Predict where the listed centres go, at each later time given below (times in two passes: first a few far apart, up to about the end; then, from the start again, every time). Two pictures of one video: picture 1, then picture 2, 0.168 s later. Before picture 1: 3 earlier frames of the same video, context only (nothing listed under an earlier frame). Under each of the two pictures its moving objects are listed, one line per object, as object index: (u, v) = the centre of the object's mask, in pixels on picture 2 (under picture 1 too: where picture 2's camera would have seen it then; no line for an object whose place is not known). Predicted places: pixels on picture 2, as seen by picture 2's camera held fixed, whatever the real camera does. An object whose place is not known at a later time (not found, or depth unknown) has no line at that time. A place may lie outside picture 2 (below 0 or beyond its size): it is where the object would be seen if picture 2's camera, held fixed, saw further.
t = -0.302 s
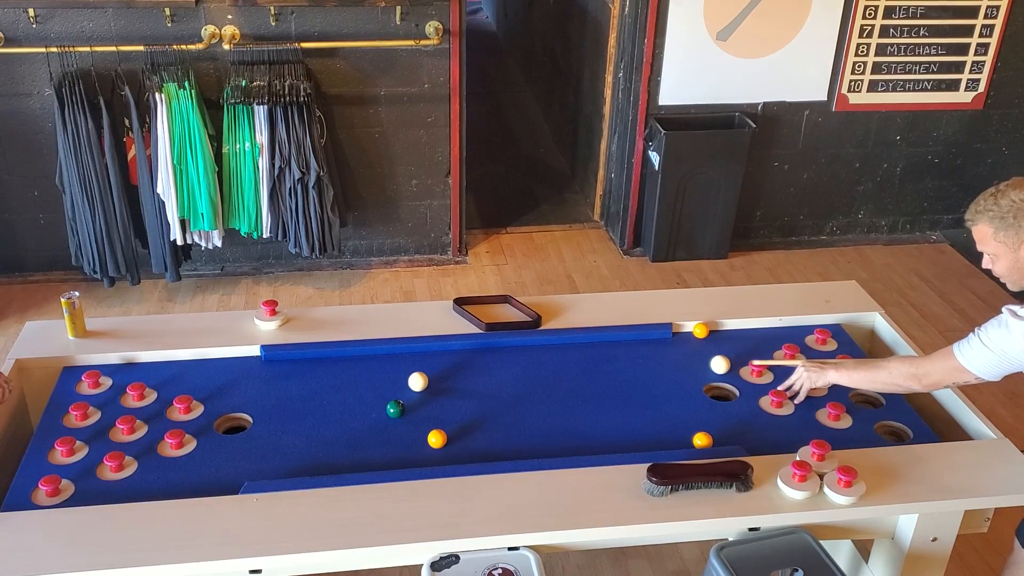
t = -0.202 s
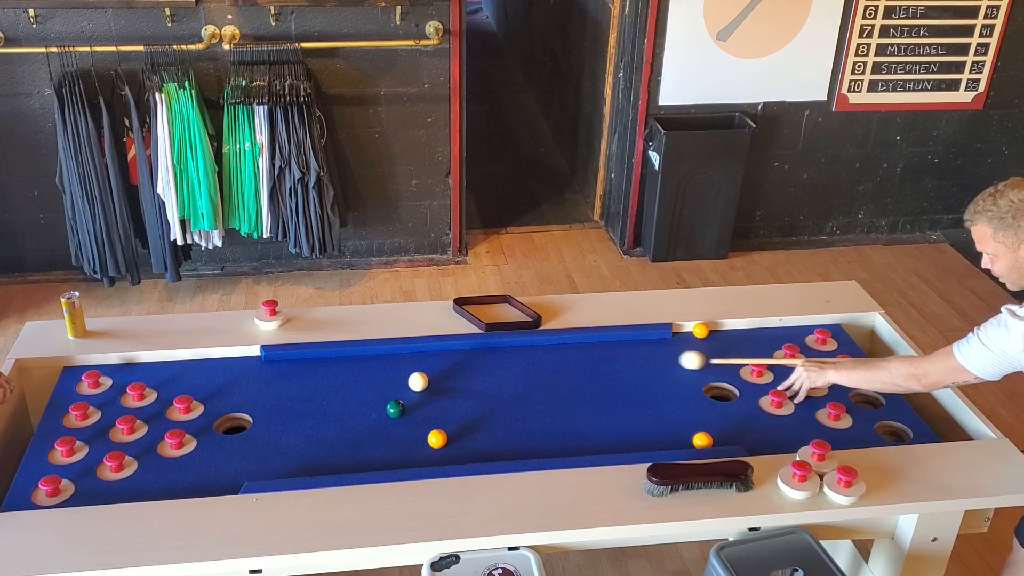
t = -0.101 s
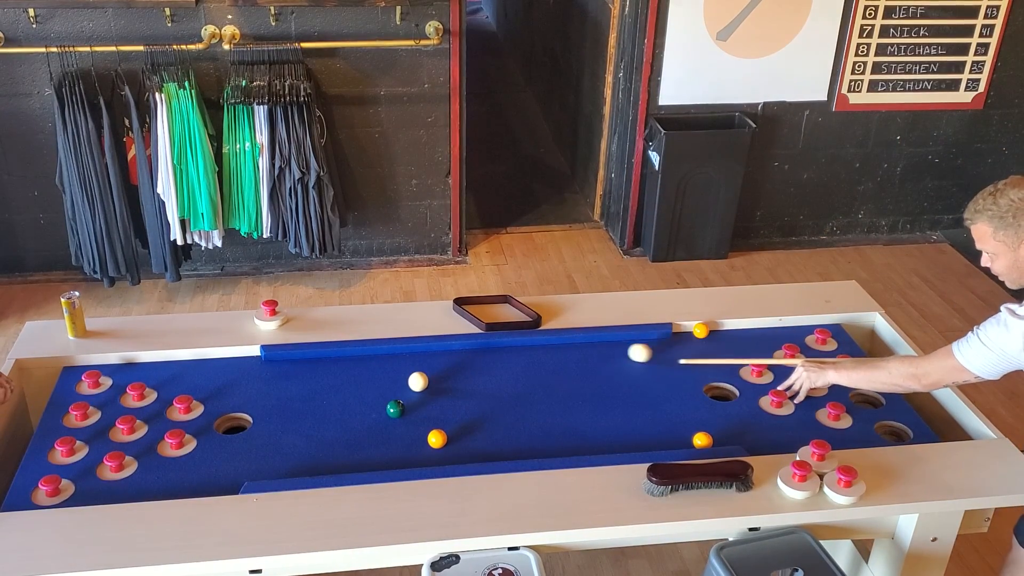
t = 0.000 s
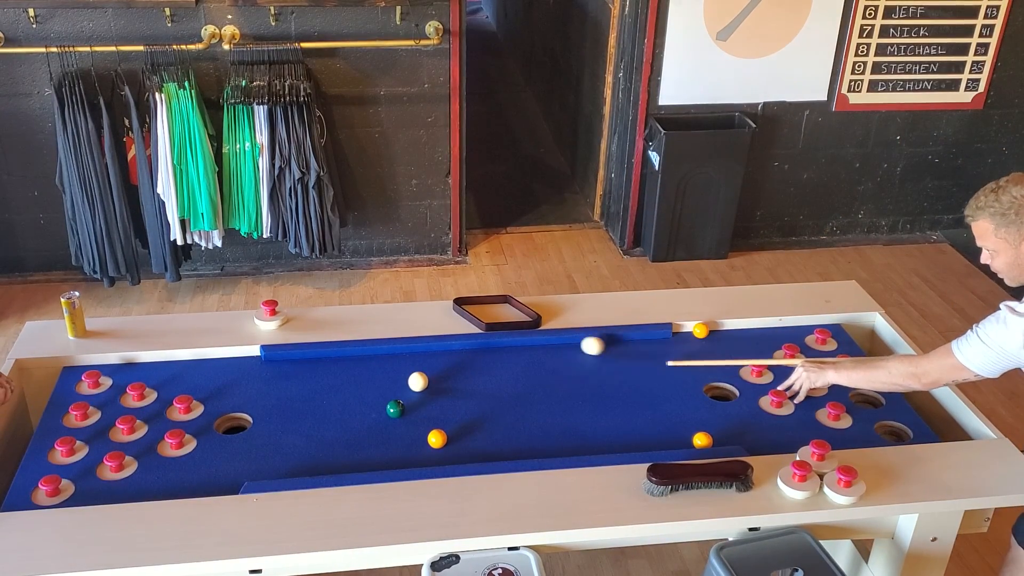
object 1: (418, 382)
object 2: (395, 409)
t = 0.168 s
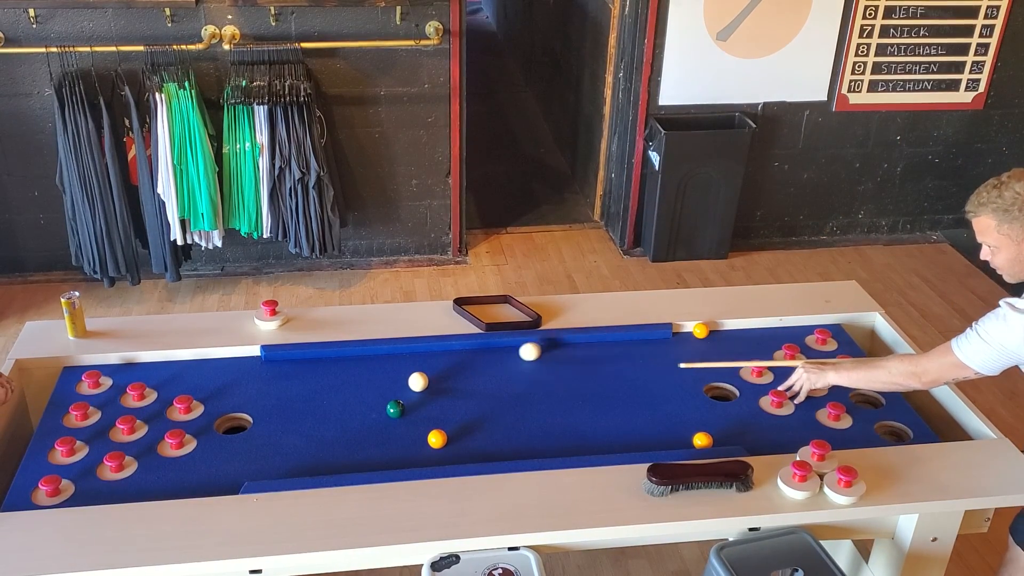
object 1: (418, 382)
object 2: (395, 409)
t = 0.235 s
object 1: (418, 382)
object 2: (395, 409)
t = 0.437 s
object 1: (418, 382)
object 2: (395, 409)
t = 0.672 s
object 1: (407, 398)
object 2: (395, 409)
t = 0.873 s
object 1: (407, 405)
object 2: (382, 421)
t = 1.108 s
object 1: (406, 411)
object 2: (369, 433)
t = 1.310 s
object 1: (406, 416)
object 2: (359, 443)
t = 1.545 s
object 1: (406, 421)
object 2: (346, 454)
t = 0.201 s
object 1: (418, 382)
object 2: (395, 409)
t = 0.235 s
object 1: (418, 382)
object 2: (395, 409)
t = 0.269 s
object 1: (418, 381)
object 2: (395, 409)
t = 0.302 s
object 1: (418, 381)
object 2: (395, 409)
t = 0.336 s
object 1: (418, 382)
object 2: (395, 409)
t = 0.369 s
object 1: (418, 382)
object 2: (395, 409)
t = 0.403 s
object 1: (418, 382)
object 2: (395, 409)
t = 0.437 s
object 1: (418, 382)
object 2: (395, 409)
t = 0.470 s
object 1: (418, 382)
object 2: (395, 409)
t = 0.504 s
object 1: (416, 386)
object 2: (395, 409)
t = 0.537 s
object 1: (413, 389)
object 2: (395, 409)
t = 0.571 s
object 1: (412, 391)
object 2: (395, 409)
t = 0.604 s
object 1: (410, 394)
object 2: (395, 409)
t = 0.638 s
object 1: (408, 396)
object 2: (394, 409)
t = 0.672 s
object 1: (407, 398)
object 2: (395, 409)
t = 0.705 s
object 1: (407, 399)
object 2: (391, 412)
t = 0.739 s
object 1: (407, 401)
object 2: (390, 413)
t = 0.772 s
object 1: (407, 402)
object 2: (388, 415)
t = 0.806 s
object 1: (407, 403)
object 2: (386, 417)
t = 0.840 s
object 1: (407, 404)
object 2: (384, 419)
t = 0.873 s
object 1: (407, 405)
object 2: (382, 421)
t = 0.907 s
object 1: (407, 406)
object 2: (380, 423)
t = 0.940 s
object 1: (407, 407)
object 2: (378, 424)
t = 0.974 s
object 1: (406, 408)
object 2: (377, 426)
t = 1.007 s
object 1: (406, 409)
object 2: (375, 428)
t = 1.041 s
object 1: (406, 410)
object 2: (373, 430)
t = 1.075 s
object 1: (406, 410)
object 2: (371, 431)
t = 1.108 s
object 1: (406, 411)
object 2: (369, 433)
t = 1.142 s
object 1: (406, 412)
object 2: (367, 435)
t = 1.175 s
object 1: (406, 413)
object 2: (366, 436)
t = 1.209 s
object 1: (406, 414)
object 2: (364, 438)
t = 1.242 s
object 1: (406, 415)
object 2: (362, 440)
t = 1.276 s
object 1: (406, 415)
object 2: (360, 441)
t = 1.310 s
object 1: (406, 416)
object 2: (359, 443)
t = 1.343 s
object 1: (406, 417)
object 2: (356, 445)
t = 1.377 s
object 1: (406, 417)
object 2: (355, 446)
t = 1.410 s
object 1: (406, 418)
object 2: (353, 448)
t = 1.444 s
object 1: (406, 419)
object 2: (351, 449)
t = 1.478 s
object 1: (406, 419)
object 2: (350, 451)
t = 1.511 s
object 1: (406, 420)
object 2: (348, 452)
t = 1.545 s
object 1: (406, 421)
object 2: (346, 454)
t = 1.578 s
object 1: (406, 421)
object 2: (344, 455)
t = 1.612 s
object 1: (406, 422)
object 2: (343, 457)
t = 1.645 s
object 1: (406, 422)
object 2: (341, 458)
